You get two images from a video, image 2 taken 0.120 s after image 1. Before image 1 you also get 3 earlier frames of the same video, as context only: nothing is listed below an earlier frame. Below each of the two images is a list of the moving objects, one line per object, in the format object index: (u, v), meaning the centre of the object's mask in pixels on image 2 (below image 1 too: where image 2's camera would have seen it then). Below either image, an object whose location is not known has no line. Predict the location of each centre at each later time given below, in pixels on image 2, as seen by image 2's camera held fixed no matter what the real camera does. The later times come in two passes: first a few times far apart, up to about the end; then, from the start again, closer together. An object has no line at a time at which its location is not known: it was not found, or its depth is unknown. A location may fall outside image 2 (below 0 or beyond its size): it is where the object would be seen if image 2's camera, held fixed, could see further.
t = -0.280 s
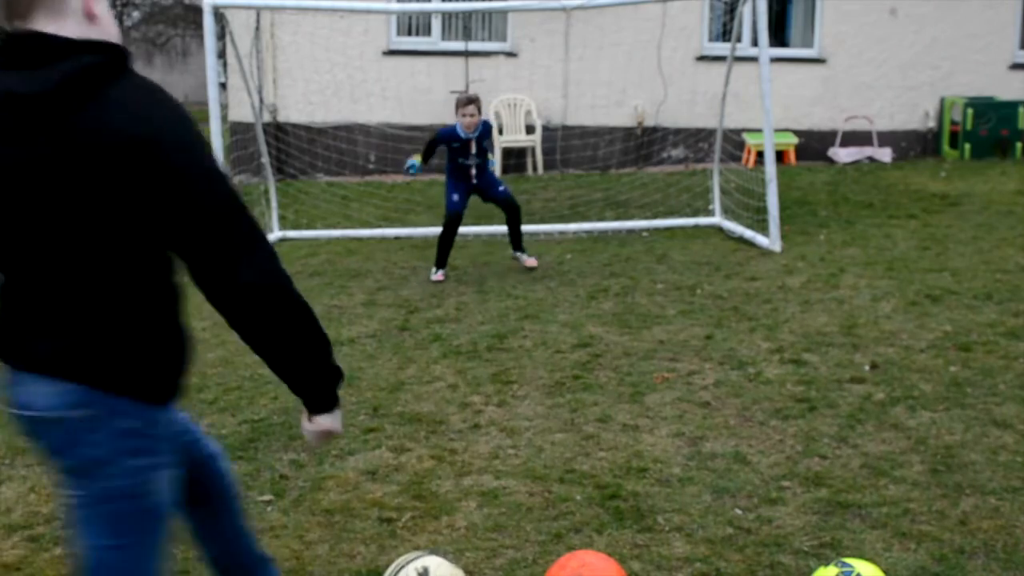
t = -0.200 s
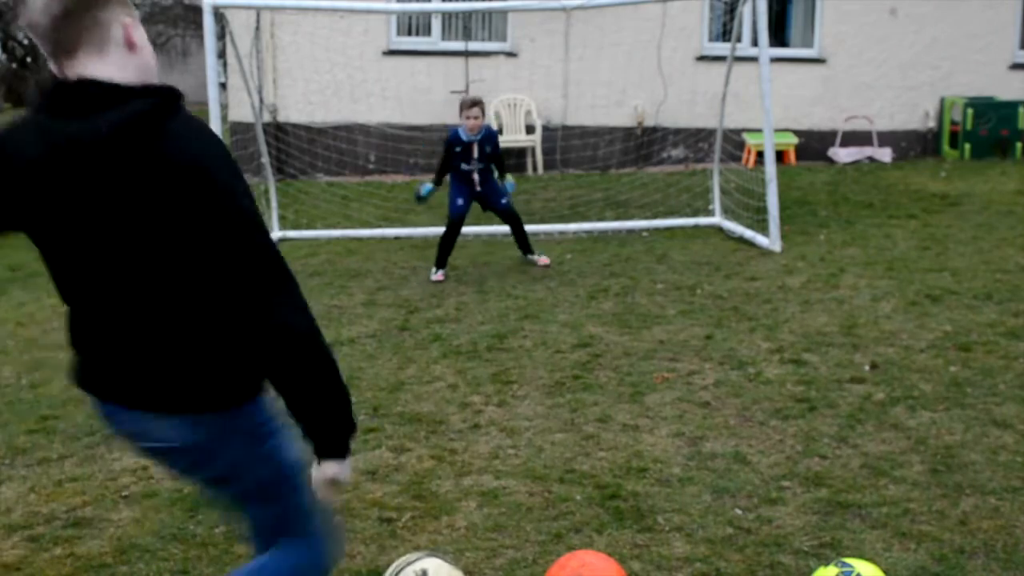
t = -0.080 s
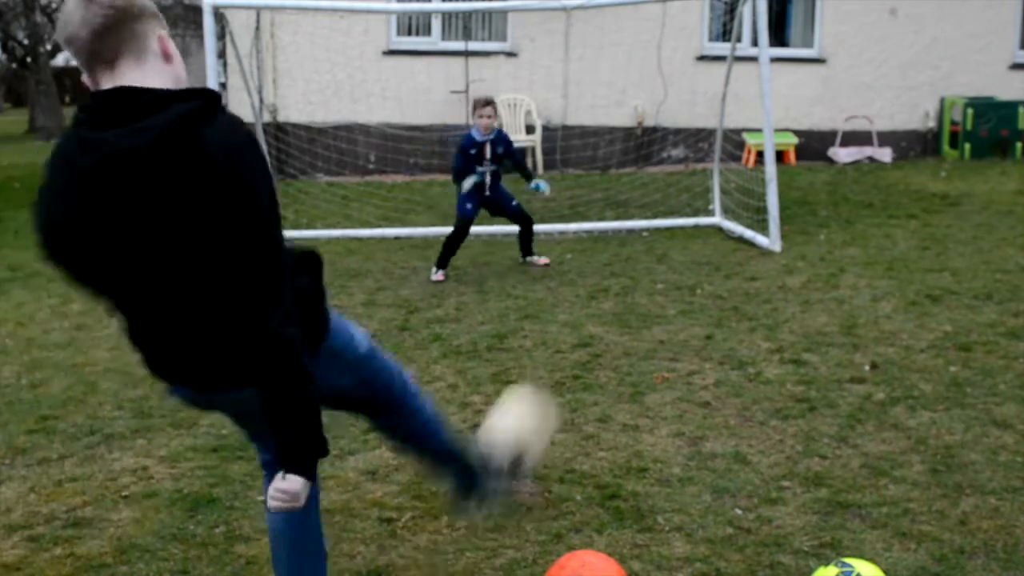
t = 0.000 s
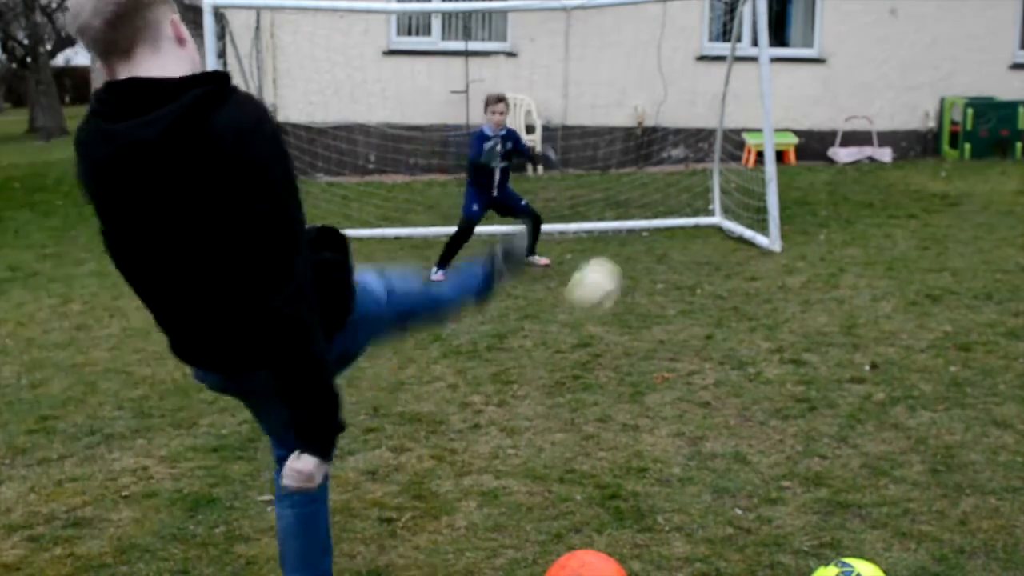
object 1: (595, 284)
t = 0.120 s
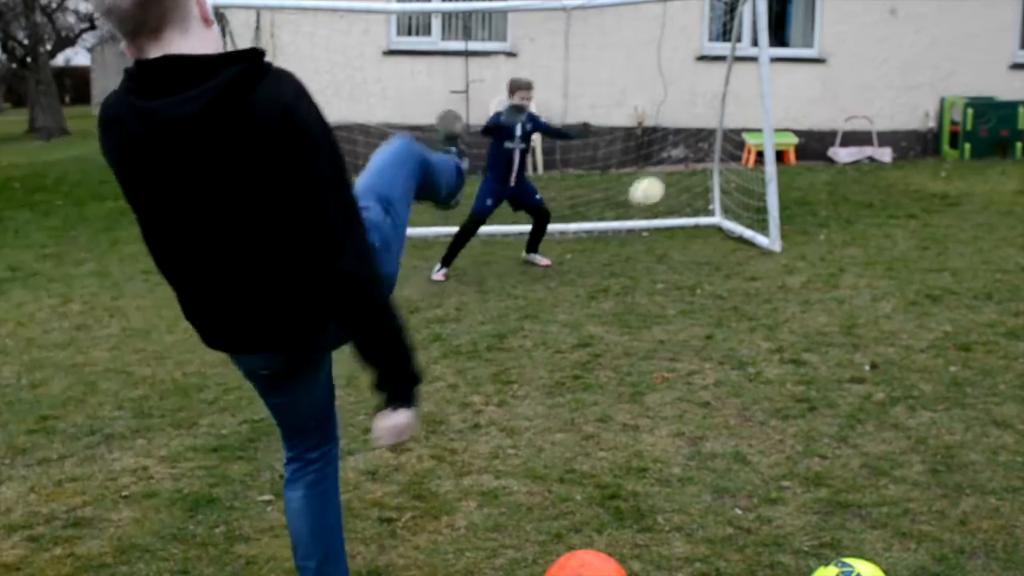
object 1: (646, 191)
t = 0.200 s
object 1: (663, 168)
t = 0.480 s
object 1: (701, 210)
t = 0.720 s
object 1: (642, 224)
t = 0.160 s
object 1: (656, 178)
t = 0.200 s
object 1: (663, 168)
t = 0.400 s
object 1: (699, 191)
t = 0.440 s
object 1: (710, 209)
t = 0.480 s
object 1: (701, 210)
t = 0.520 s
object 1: (691, 212)
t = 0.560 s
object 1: (679, 215)
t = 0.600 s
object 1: (669, 219)
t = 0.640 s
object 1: (658, 223)
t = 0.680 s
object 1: (650, 222)
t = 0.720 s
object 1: (642, 224)
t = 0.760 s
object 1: (632, 228)
